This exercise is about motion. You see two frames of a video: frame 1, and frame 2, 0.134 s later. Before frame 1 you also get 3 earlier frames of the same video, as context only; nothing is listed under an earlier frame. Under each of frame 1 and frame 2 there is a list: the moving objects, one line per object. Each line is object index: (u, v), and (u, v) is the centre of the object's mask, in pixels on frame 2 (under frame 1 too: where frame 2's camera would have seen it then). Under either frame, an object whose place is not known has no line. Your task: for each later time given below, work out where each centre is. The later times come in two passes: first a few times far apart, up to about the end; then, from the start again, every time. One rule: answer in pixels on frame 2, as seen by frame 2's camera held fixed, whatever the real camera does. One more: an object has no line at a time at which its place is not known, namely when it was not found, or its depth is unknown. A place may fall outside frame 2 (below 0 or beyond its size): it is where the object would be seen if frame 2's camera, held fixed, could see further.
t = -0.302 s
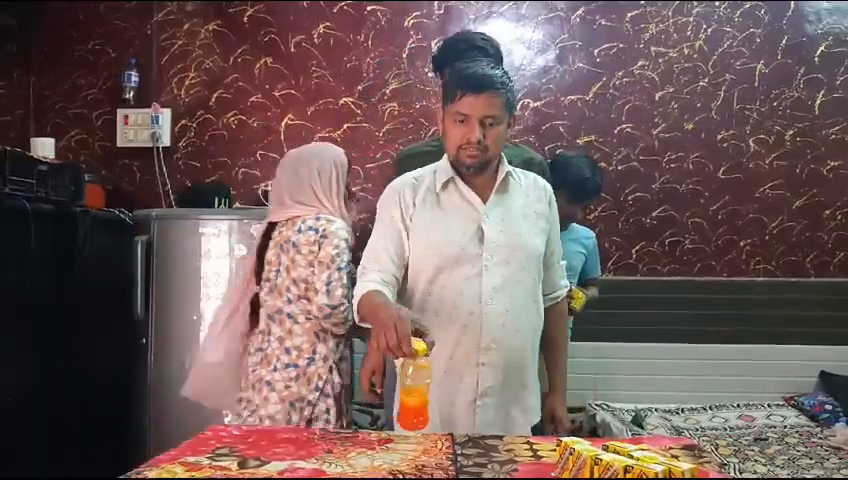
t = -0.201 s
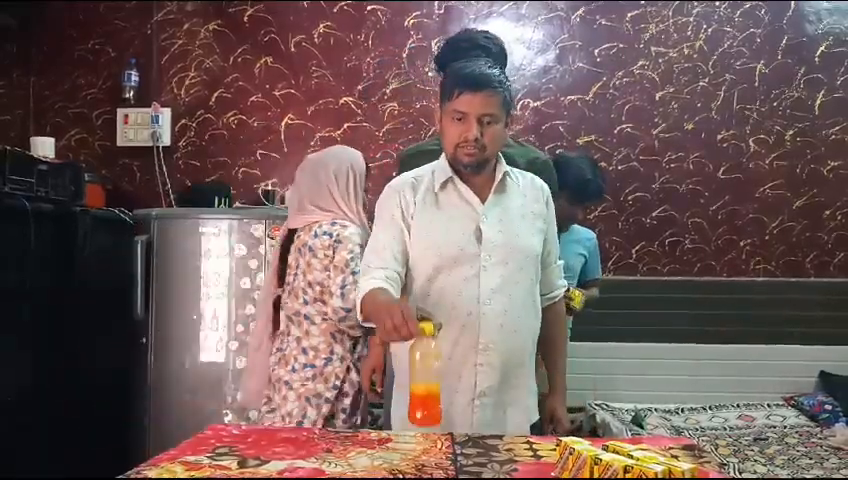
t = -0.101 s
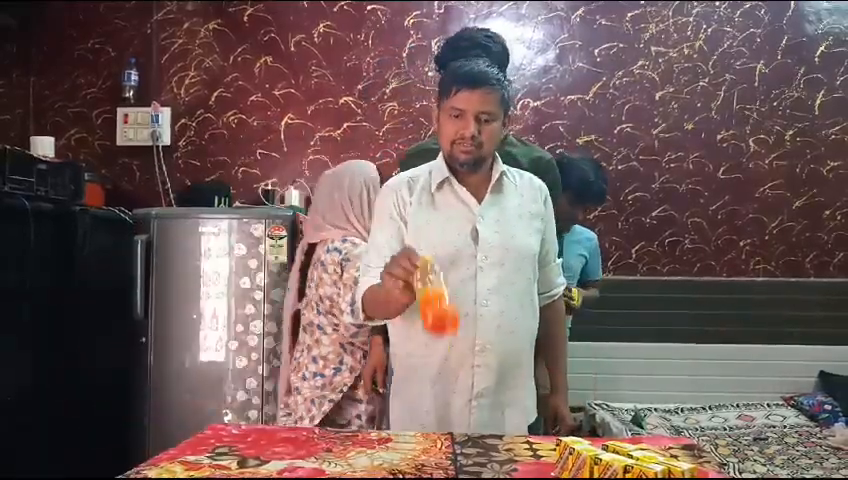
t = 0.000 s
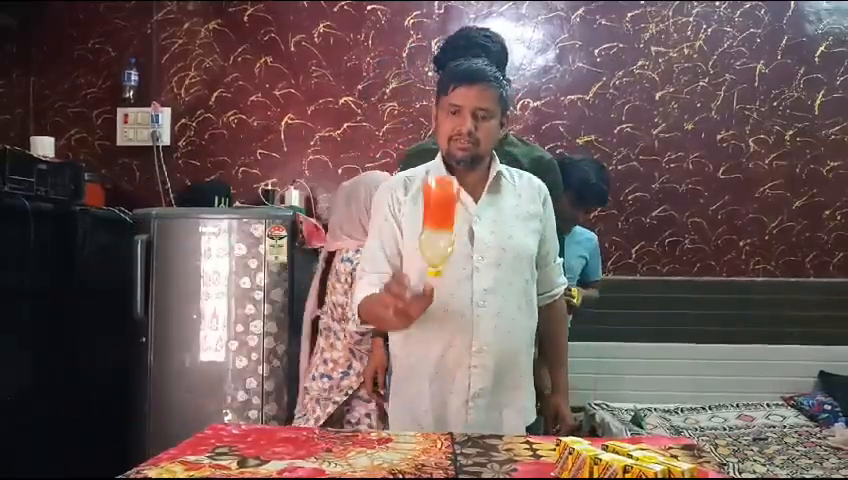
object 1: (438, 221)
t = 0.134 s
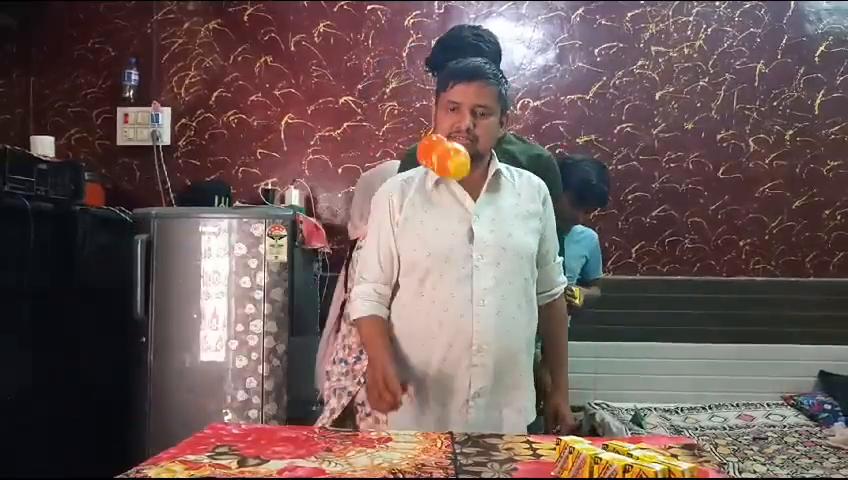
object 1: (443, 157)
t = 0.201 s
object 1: (441, 166)
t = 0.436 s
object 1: (432, 409)
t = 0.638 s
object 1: (451, 412)
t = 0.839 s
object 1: (458, 430)
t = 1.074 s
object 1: (458, 430)
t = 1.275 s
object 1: (458, 431)
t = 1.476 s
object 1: (458, 431)
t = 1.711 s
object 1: (458, 430)
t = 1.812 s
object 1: (458, 430)
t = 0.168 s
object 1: (442, 159)
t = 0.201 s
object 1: (441, 166)
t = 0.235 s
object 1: (440, 182)
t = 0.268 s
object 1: (438, 208)
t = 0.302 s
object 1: (437, 237)
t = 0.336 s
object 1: (435, 279)
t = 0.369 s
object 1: (434, 325)
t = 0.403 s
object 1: (433, 380)
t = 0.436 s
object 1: (432, 409)
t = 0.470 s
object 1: (436, 407)
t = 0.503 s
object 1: (440, 407)
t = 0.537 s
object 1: (444, 408)
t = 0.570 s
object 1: (446, 407)
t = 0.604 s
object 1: (449, 409)
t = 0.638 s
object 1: (451, 412)
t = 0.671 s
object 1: (453, 418)
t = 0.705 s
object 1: (455, 427)
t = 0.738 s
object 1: (455, 429)
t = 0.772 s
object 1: (456, 430)
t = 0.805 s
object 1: (458, 430)
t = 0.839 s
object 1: (458, 430)
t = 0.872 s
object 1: (459, 430)
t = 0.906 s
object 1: (459, 430)
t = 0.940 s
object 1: (459, 430)
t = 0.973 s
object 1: (459, 430)
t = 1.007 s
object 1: (459, 430)
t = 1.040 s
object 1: (459, 430)
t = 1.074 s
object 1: (458, 430)
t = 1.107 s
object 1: (458, 430)
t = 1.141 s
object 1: (458, 430)
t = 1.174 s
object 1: (458, 431)
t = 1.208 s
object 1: (458, 430)
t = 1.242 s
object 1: (458, 431)
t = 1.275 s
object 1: (458, 431)
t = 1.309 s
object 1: (458, 431)
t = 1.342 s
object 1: (458, 430)
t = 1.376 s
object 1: (458, 431)
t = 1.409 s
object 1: (458, 431)
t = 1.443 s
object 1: (458, 431)
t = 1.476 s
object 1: (458, 431)
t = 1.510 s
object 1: (458, 432)
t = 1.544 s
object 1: (458, 432)
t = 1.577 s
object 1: (459, 430)
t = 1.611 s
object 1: (458, 431)
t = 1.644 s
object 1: (458, 431)
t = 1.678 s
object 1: (458, 430)
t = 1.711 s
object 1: (458, 430)
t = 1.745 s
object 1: (458, 430)
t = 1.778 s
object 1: (458, 430)
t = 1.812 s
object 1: (458, 430)
